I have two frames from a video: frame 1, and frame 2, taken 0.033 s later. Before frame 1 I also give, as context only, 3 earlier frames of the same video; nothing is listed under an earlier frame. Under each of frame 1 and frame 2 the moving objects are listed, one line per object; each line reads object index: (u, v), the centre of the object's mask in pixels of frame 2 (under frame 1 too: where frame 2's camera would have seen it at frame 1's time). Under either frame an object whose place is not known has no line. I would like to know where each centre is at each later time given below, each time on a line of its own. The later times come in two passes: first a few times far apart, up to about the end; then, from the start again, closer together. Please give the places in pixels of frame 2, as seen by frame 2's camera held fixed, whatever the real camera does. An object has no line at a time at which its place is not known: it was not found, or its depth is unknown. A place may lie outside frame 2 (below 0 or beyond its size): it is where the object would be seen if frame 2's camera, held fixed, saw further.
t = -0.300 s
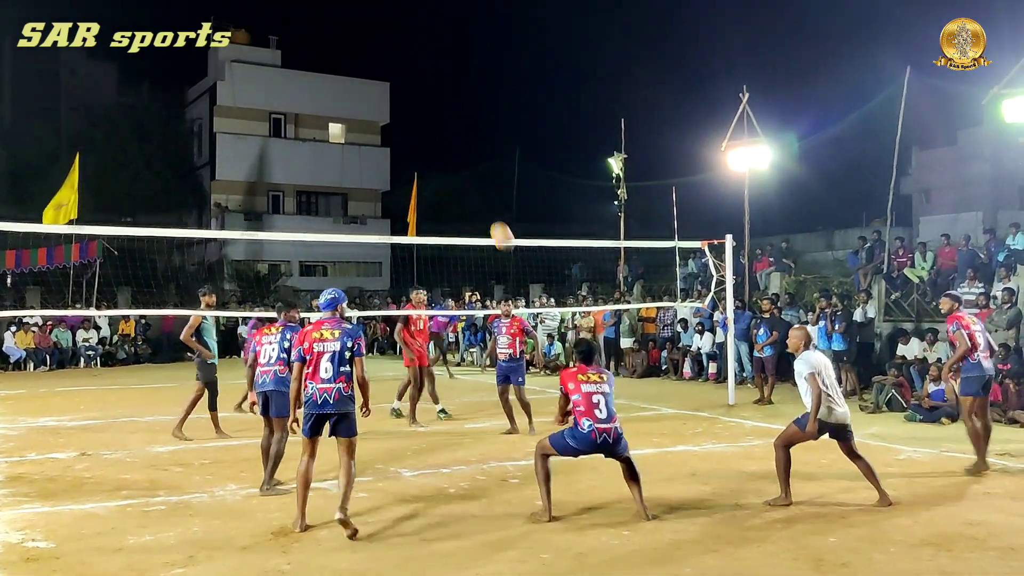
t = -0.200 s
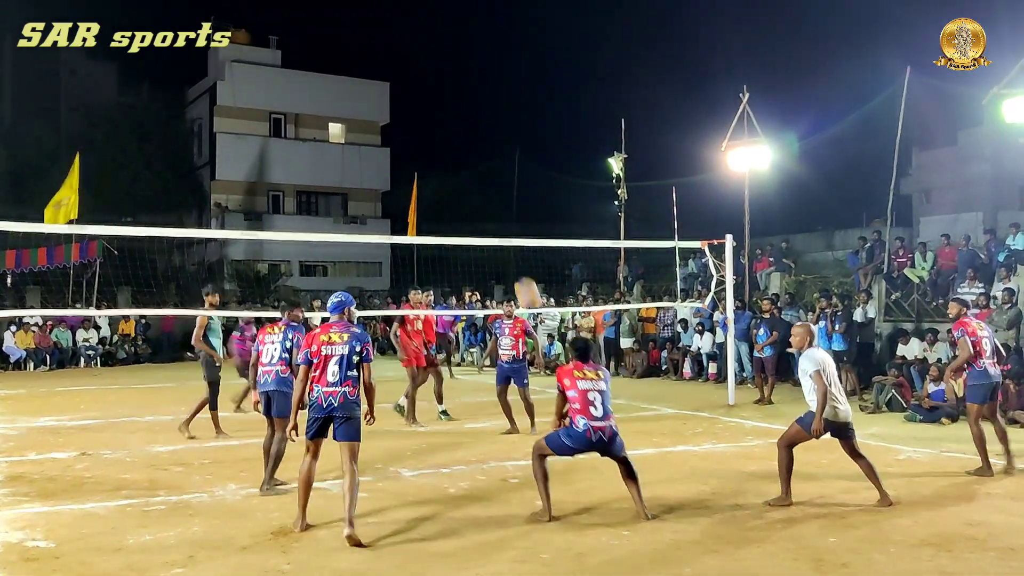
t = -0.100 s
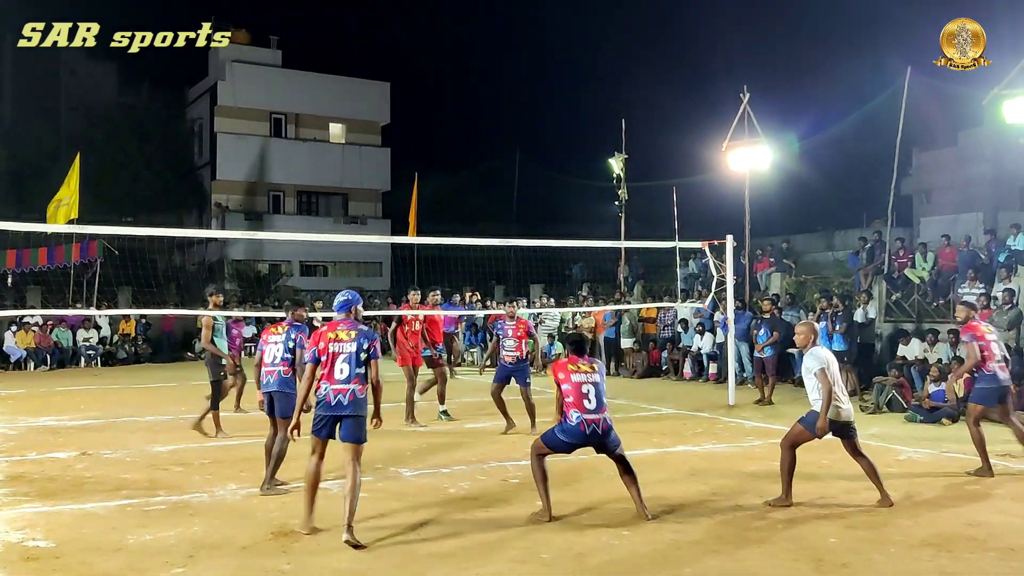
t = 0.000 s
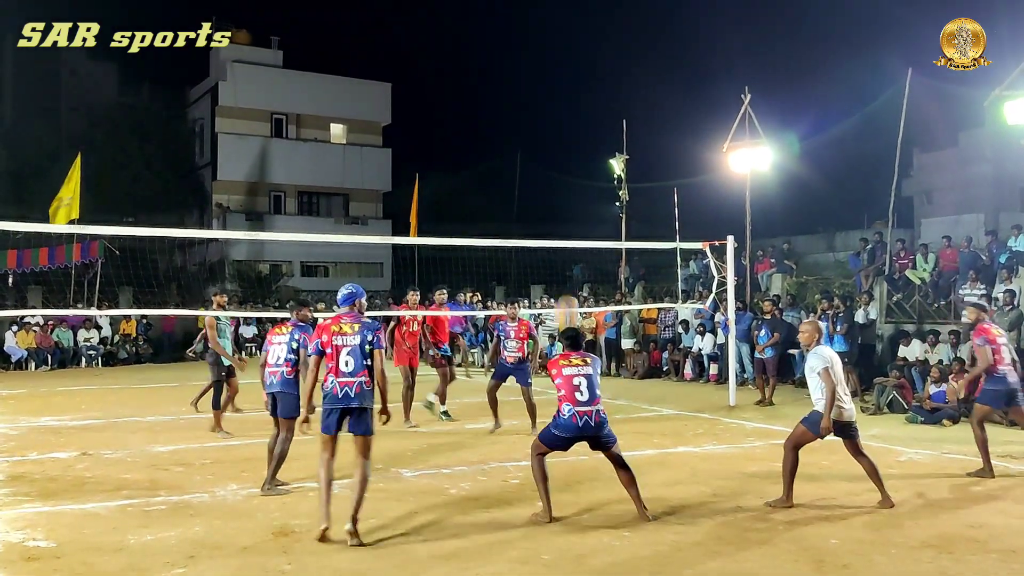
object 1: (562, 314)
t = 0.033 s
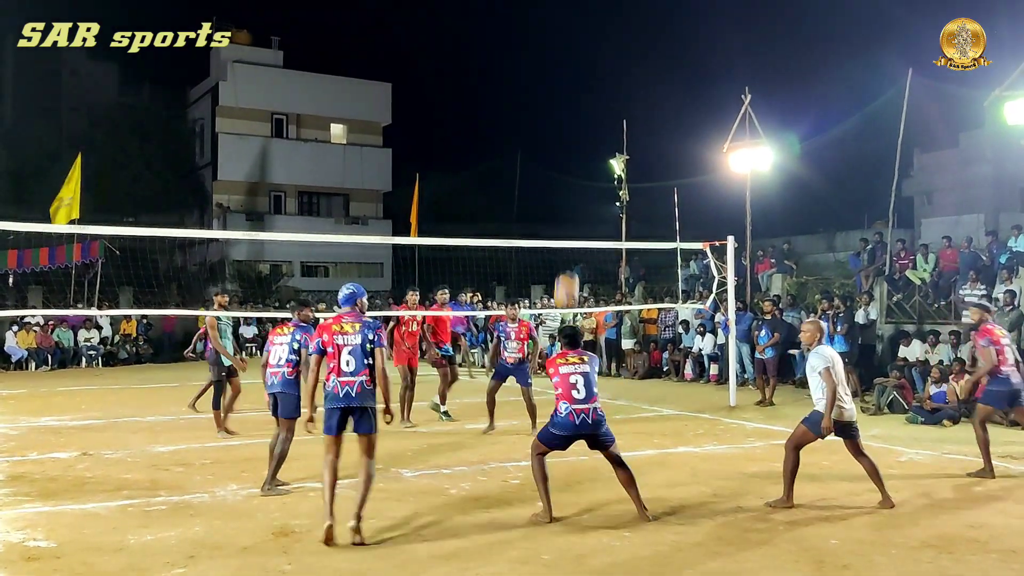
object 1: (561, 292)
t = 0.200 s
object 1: (566, 192)
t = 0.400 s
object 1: (569, 124)
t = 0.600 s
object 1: (576, 99)
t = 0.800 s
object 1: (583, 110)
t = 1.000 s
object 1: (588, 153)
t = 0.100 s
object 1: (563, 246)
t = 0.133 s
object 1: (563, 227)
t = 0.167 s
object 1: (562, 209)
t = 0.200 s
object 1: (566, 192)
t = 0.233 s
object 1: (566, 173)
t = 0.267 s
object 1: (568, 159)
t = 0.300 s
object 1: (569, 148)
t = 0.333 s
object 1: (568, 140)
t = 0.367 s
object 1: (569, 131)
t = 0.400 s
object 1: (569, 124)
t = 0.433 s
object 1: (574, 116)
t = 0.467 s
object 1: (575, 109)
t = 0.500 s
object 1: (576, 105)
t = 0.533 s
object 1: (577, 102)
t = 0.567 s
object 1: (576, 100)
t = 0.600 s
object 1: (576, 99)
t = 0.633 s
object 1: (580, 98)
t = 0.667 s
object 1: (577, 99)
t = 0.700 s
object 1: (578, 100)
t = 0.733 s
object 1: (582, 103)
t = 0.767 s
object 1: (583, 106)
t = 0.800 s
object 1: (583, 110)
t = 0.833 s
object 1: (584, 116)
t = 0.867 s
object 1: (585, 121)
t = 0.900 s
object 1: (586, 128)
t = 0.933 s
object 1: (587, 136)
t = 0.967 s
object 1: (587, 144)
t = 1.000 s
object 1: (588, 153)
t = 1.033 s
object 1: (589, 163)
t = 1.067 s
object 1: (590, 173)
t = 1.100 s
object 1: (590, 184)
